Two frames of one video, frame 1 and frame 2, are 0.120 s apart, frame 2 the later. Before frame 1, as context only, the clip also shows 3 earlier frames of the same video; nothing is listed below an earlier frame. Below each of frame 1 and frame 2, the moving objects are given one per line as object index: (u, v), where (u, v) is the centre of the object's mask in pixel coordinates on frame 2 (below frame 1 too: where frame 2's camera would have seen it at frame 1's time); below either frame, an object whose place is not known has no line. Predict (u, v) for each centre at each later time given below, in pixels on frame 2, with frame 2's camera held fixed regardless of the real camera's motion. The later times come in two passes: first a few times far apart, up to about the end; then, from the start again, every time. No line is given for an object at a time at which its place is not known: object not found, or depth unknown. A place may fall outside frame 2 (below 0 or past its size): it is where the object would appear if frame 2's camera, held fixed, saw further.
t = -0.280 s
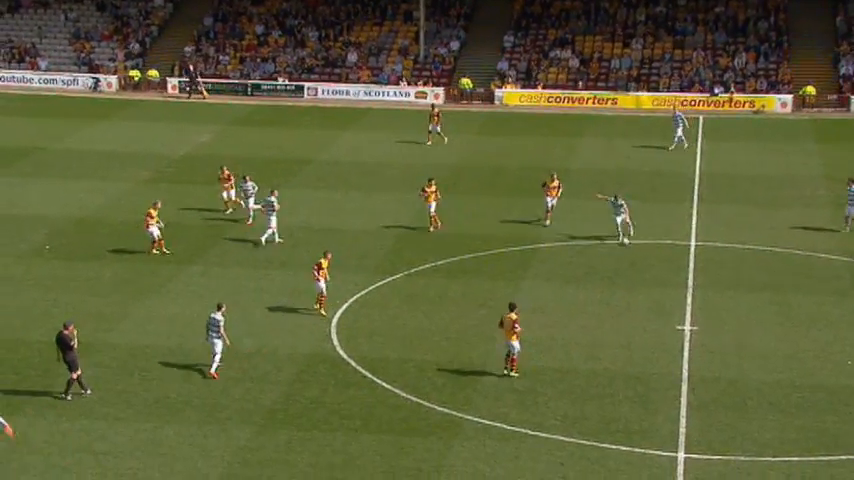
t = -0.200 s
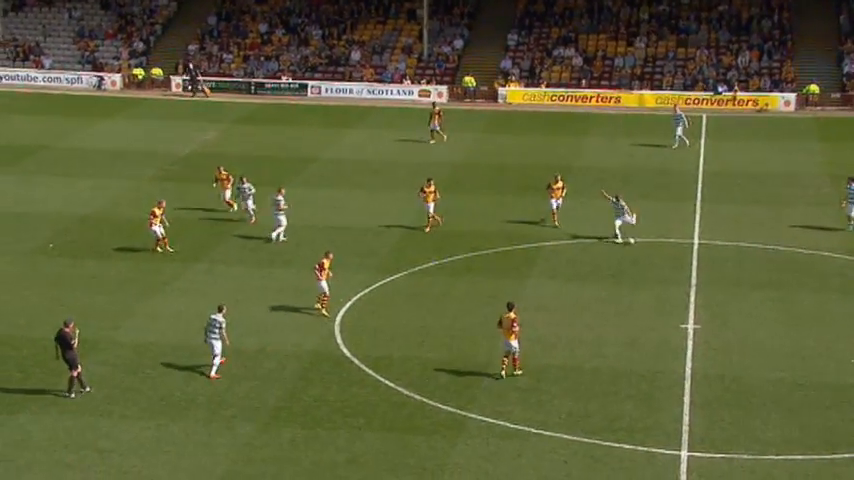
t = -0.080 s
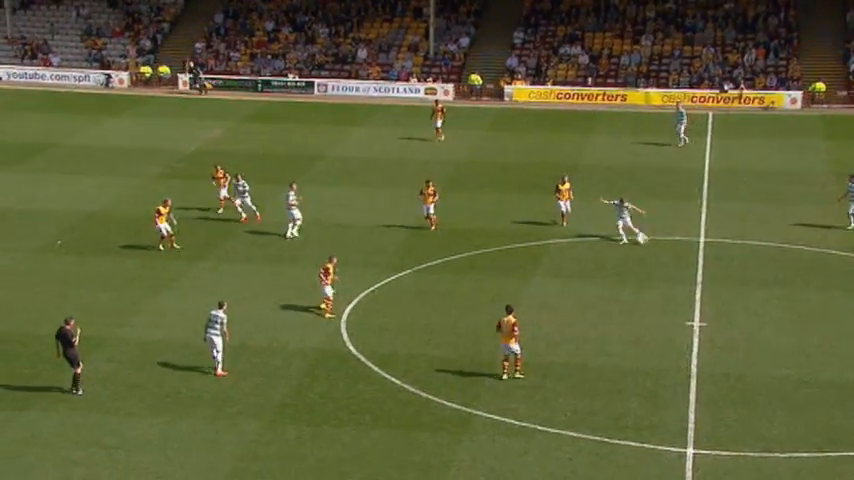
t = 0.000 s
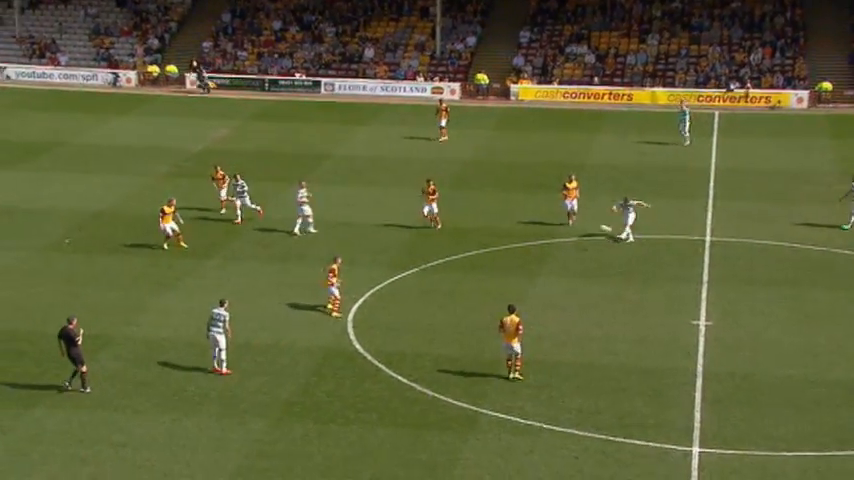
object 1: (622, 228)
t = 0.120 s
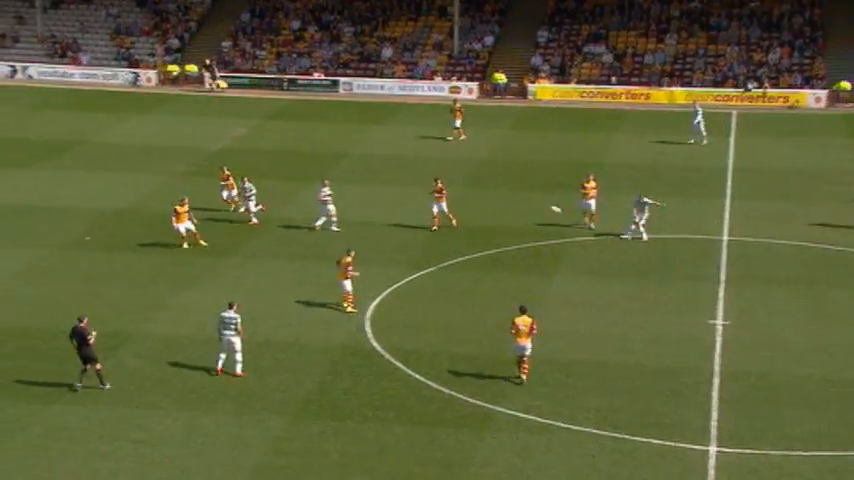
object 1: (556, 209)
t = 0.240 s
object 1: (488, 191)
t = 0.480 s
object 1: (353, 159)
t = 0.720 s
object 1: (214, 133)
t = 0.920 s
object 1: (94, 119)
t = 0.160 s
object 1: (533, 203)
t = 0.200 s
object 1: (510, 197)
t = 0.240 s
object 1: (488, 191)
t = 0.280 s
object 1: (465, 185)
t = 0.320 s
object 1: (443, 180)
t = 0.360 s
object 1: (421, 174)
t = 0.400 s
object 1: (398, 168)
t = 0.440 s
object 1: (375, 164)
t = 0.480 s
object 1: (353, 159)
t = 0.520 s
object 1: (330, 154)
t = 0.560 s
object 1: (307, 149)
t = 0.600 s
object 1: (284, 145)
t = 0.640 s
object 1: (261, 141)
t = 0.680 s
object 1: (238, 136)
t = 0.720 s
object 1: (214, 133)
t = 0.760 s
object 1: (191, 130)
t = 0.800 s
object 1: (167, 127)
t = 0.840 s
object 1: (143, 124)
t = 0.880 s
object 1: (119, 121)
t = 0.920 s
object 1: (94, 119)
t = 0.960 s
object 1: (70, 117)
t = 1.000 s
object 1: (45, 116)
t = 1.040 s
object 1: (20, 114)
